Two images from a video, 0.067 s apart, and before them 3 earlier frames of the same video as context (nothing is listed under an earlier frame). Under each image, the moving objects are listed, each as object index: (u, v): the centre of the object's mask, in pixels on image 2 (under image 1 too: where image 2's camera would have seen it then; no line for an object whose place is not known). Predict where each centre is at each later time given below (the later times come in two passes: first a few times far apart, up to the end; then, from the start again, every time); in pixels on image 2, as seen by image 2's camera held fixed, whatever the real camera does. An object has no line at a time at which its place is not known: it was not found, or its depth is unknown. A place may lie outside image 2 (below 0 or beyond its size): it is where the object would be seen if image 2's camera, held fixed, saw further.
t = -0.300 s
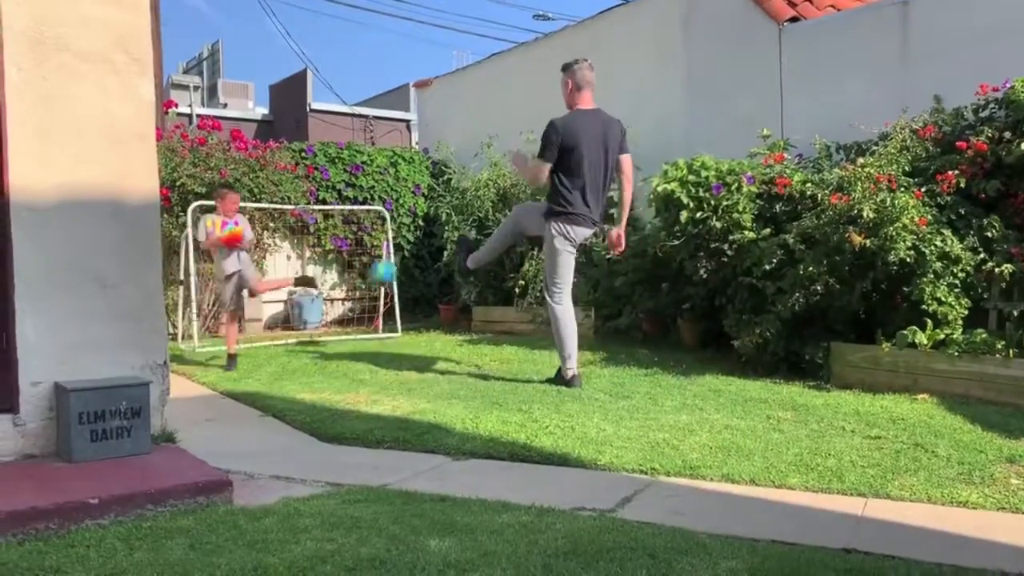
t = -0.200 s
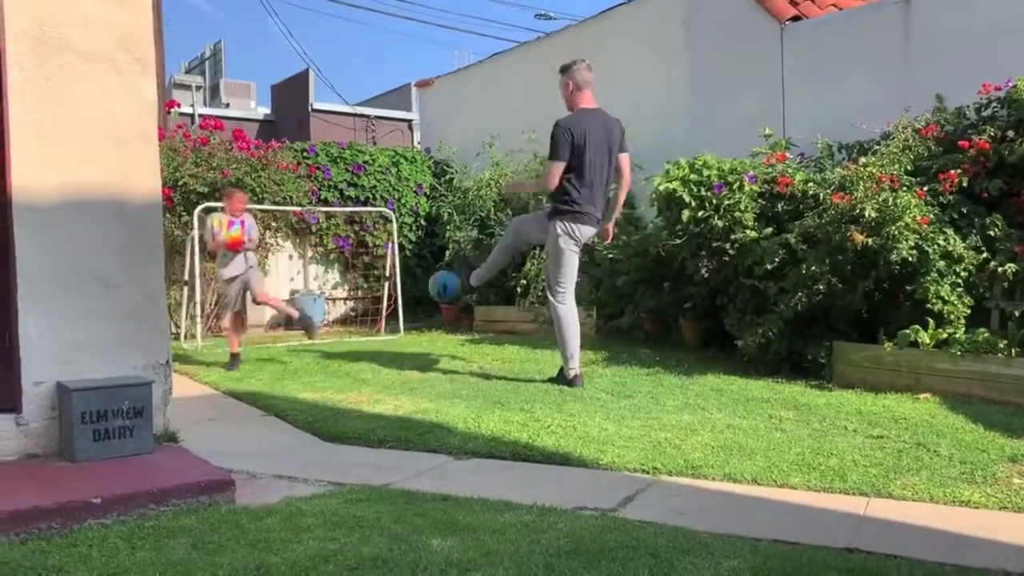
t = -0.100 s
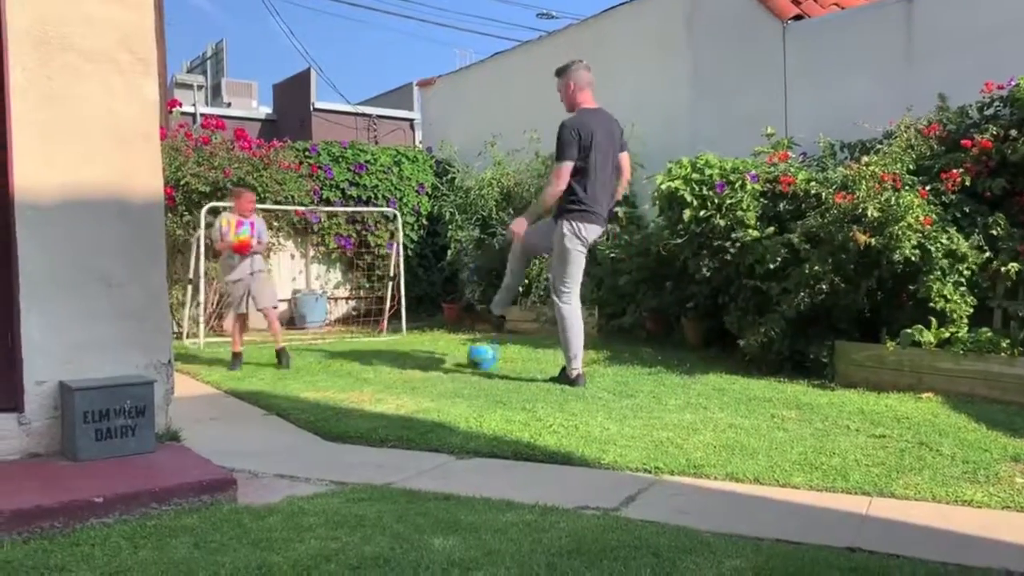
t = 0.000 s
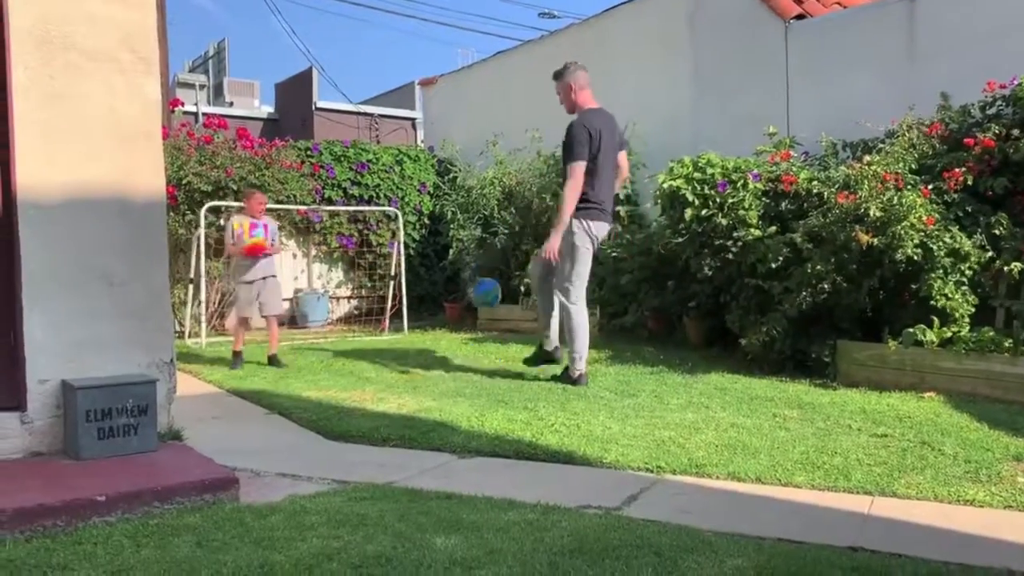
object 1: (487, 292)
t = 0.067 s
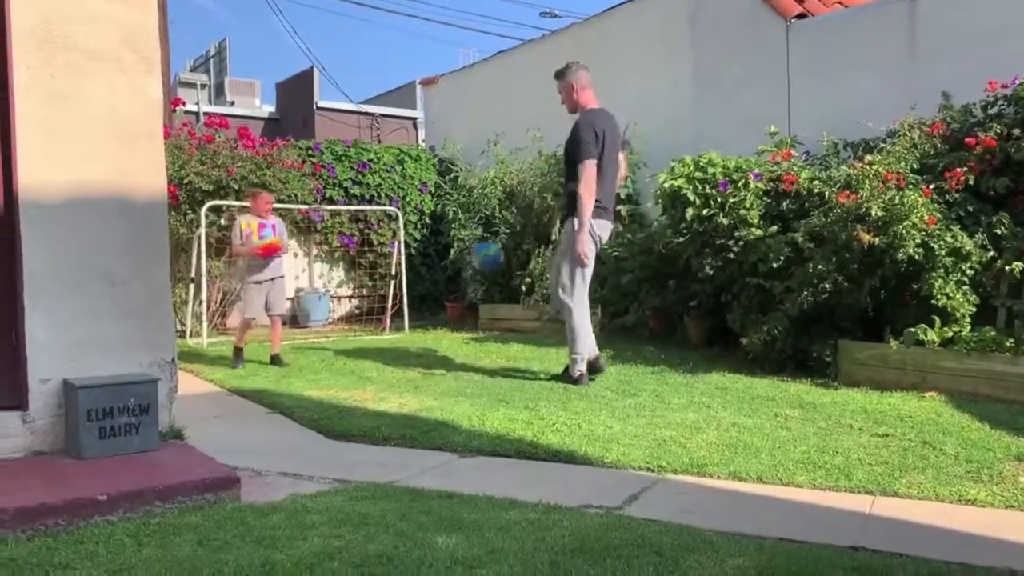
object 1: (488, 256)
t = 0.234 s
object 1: (492, 192)
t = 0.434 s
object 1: (495, 166)
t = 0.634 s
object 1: (505, 194)
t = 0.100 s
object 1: (487, 239)
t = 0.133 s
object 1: (489, 226)
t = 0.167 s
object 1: (489, 214)
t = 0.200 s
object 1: (491, 202)
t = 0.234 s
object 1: (492, 192)
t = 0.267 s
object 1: (493, 184)
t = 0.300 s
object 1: (493, 176)
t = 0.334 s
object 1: (494, 171)
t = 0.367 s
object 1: (494, 169)
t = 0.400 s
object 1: (495, 168)
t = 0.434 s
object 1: (495, 166)
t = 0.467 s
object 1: (498, 167)
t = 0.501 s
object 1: (499, 168)
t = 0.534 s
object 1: (500, 172)
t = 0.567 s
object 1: (501, 178)
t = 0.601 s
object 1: (503, 185)
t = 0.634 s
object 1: (505, 194)
